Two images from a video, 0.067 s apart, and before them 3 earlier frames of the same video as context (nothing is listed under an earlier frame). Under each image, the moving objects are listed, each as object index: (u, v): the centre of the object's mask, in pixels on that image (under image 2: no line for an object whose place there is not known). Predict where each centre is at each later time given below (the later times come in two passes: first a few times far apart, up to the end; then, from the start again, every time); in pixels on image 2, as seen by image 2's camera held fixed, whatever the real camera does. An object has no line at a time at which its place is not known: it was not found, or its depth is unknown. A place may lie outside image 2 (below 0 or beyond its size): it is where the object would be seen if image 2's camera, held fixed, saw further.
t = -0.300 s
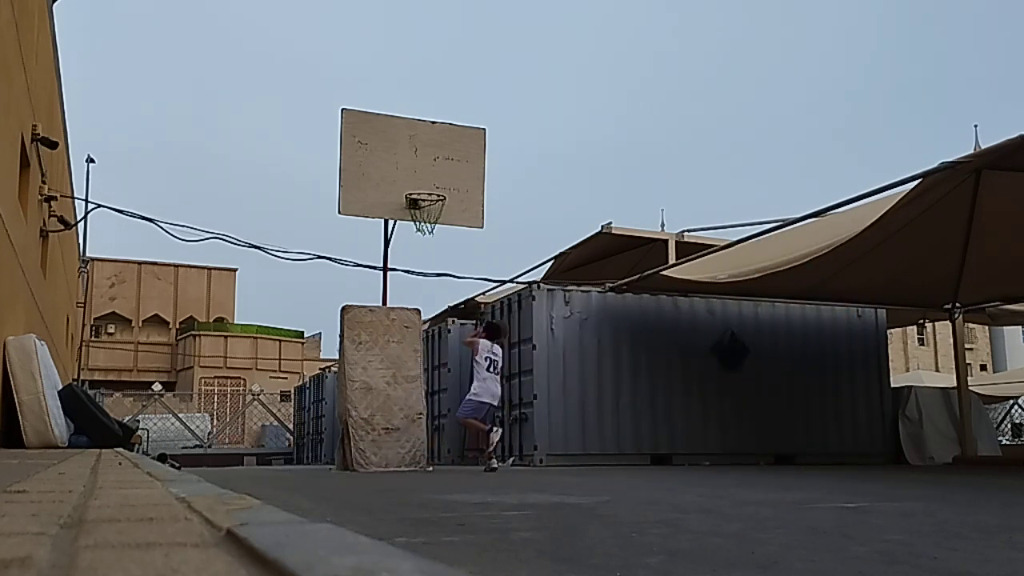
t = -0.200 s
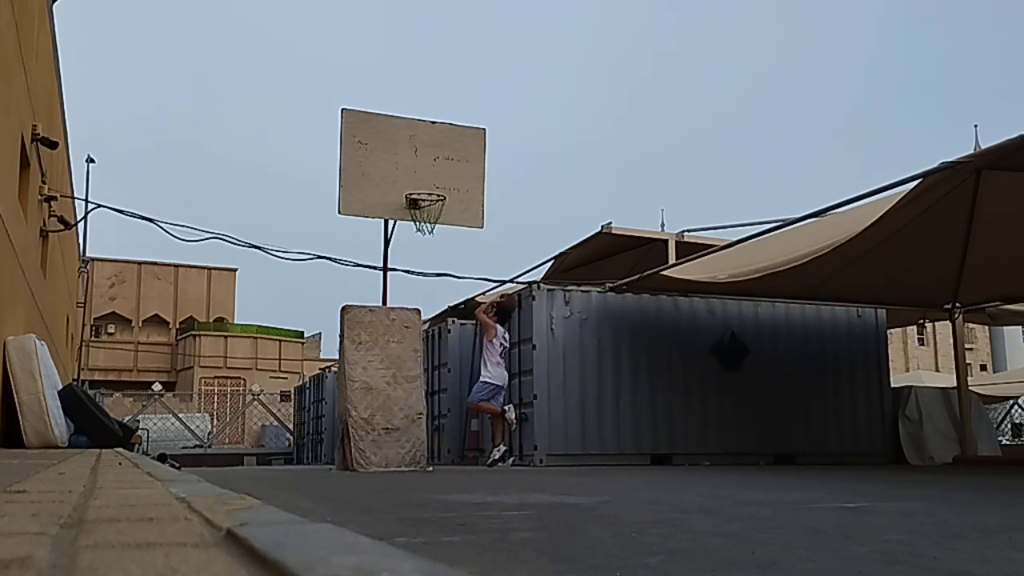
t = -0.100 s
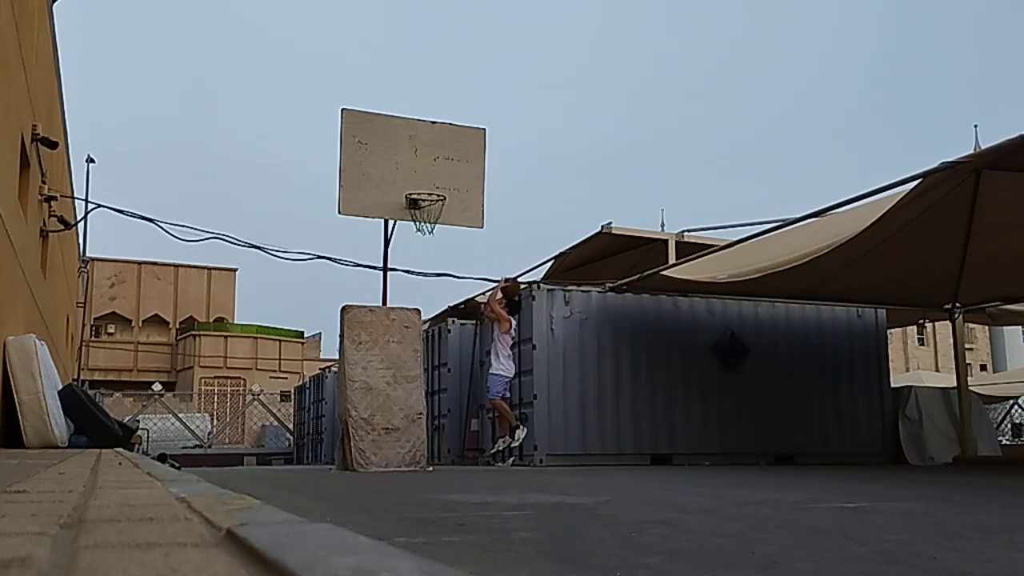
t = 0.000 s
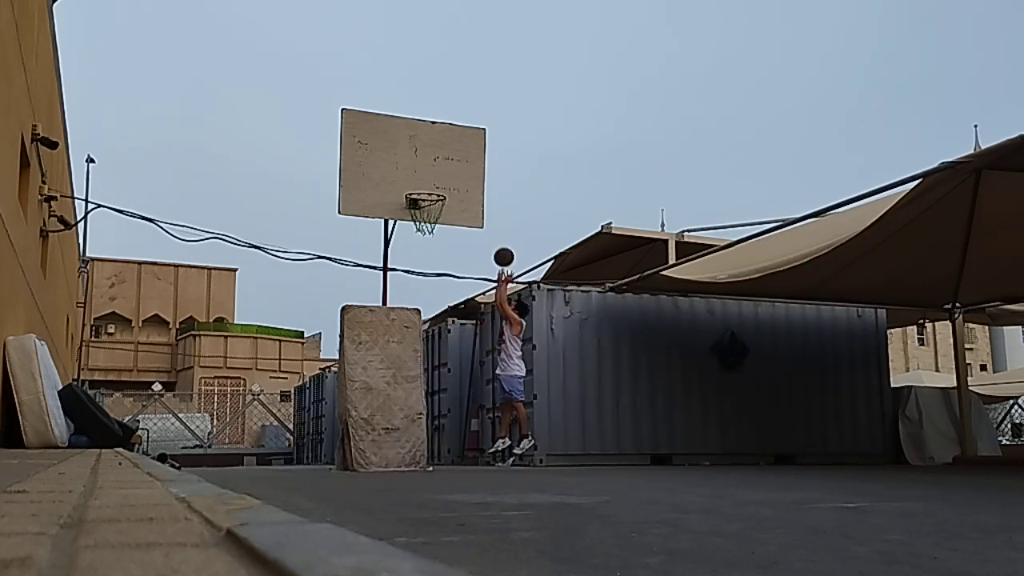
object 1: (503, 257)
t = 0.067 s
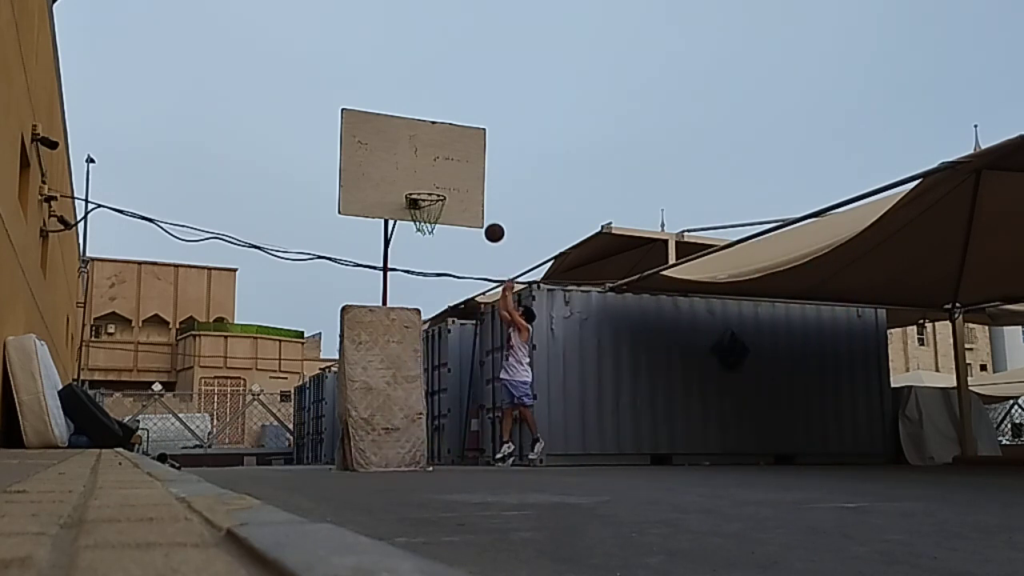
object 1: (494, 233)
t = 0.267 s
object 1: (466, 182)
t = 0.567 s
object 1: (424, 168)
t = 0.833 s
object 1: (420, 185)
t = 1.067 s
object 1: (445, 179)
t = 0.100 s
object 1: (490, 222)
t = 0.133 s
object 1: (484, 212)
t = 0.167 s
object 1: (480, 203)
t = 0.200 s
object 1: (475, 195)
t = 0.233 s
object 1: (471, 188)
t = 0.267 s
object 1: (466, 182)
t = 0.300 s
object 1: (461, 177)
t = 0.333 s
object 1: (456, 173)
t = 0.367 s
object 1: (452, 169)
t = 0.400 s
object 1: (447, 167)
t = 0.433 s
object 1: (442, 165)
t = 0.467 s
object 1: (438, 164)
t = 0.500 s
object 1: (433, 164)
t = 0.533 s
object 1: (428, 166)
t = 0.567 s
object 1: (424, 168)
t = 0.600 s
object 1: (420, 170)
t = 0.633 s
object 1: (419, 172)
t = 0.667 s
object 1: (417, 175)
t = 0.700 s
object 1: (416, 178)
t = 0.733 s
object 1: (414, 183)
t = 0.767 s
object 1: (413, 189)
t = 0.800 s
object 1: (416, 186)
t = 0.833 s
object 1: (420, 185)
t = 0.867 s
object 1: (425, 184)
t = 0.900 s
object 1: (429, 184)
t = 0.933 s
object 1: (433, 185)
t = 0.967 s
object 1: (436, 184)
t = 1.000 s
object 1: (439, 181)
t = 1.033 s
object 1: (442, 180)
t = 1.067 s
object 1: (445, 179)
